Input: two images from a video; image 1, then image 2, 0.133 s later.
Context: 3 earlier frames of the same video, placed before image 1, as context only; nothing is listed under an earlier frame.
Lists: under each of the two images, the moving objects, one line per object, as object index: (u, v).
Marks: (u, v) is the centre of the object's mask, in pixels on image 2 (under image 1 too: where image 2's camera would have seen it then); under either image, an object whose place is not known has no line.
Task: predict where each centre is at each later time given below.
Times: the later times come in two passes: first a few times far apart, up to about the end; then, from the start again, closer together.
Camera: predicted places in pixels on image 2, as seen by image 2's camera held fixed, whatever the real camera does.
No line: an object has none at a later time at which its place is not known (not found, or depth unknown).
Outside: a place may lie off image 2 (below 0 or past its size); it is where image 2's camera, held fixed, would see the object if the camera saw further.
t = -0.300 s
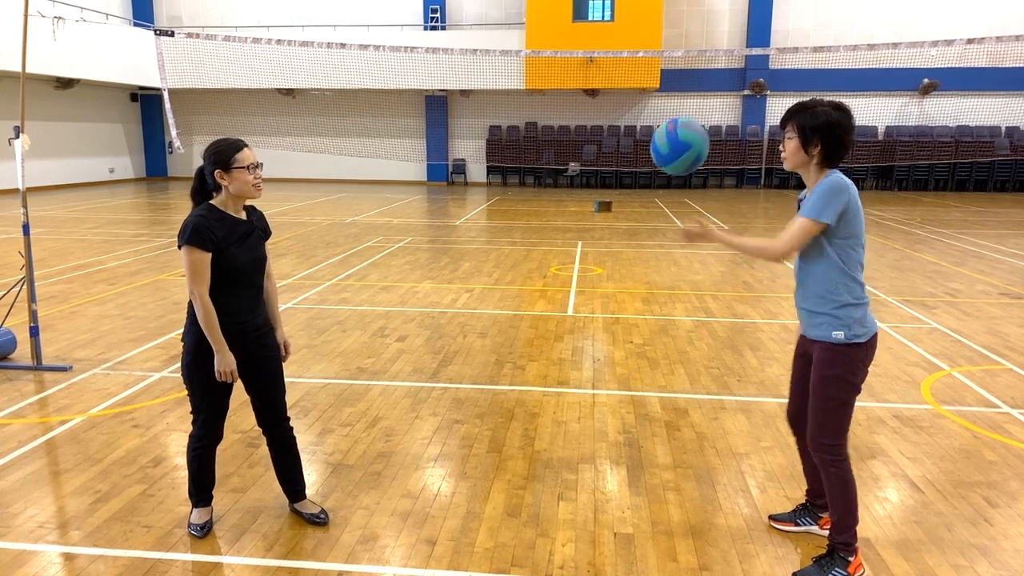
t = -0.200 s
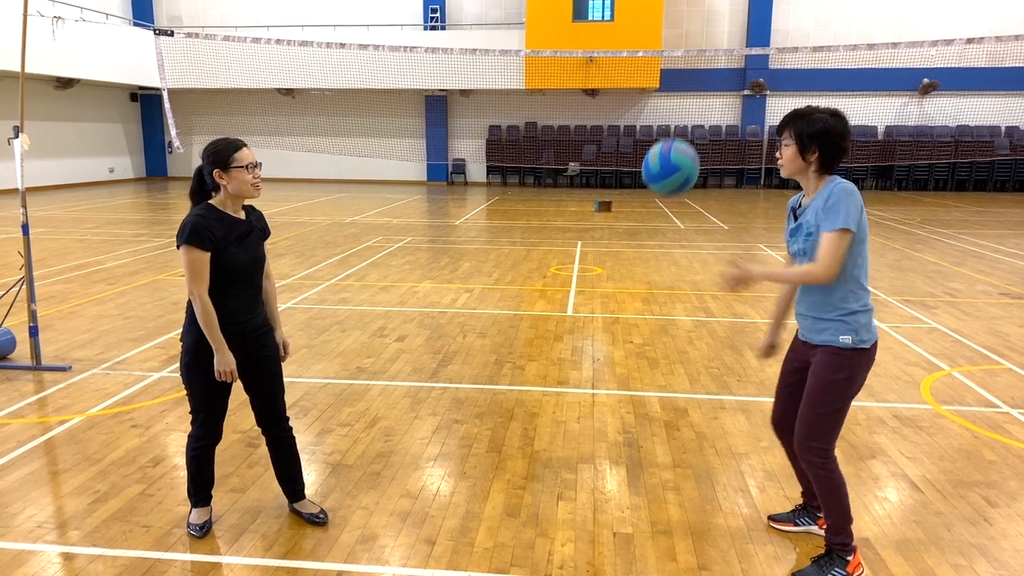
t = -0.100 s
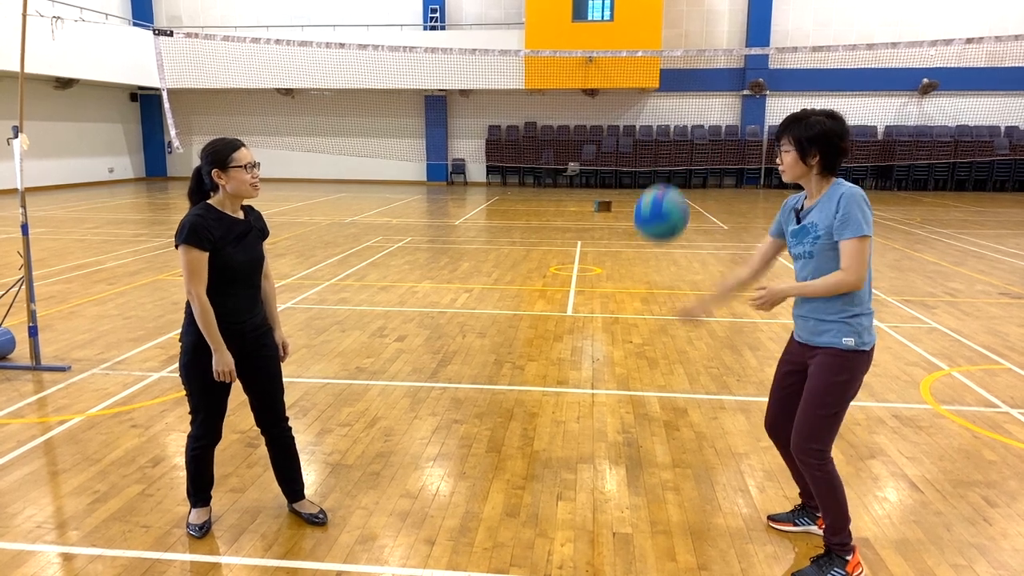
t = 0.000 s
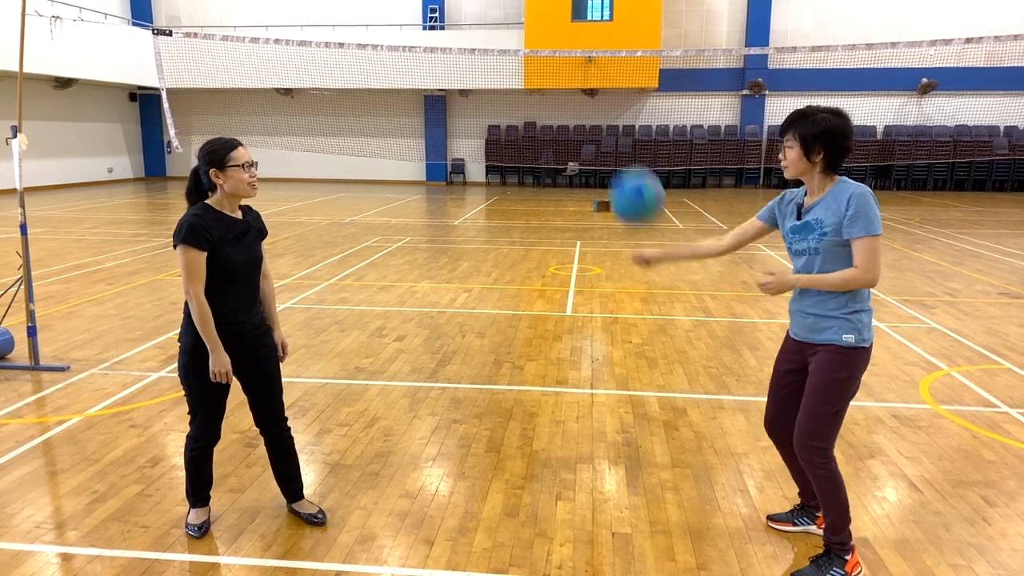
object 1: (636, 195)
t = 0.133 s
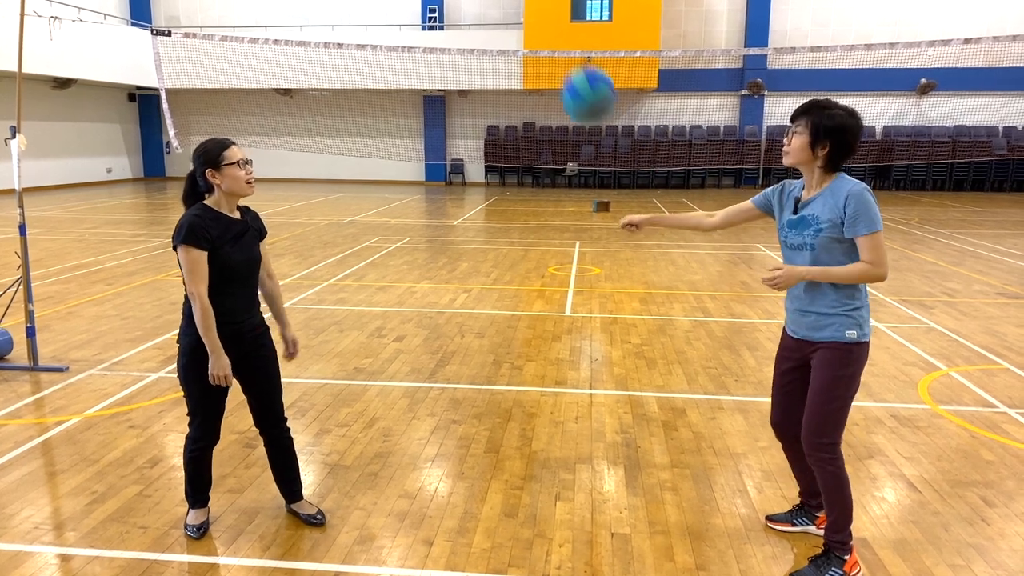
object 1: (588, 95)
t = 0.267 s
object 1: (539, 37)
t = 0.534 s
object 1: (441, 62)
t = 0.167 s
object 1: (576, 76)
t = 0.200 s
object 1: (564, 60)
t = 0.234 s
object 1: (551, 47)
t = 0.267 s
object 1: (539, 37)
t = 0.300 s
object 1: (527, 30)
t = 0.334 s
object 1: (514, 27)
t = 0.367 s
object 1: (502, 25)
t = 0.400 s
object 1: (489, 27)
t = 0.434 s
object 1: (477, 31)
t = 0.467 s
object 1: (465, 39)
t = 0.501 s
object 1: (453, 49)
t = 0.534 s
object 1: (441, 62)
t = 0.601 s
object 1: (418, 96)
